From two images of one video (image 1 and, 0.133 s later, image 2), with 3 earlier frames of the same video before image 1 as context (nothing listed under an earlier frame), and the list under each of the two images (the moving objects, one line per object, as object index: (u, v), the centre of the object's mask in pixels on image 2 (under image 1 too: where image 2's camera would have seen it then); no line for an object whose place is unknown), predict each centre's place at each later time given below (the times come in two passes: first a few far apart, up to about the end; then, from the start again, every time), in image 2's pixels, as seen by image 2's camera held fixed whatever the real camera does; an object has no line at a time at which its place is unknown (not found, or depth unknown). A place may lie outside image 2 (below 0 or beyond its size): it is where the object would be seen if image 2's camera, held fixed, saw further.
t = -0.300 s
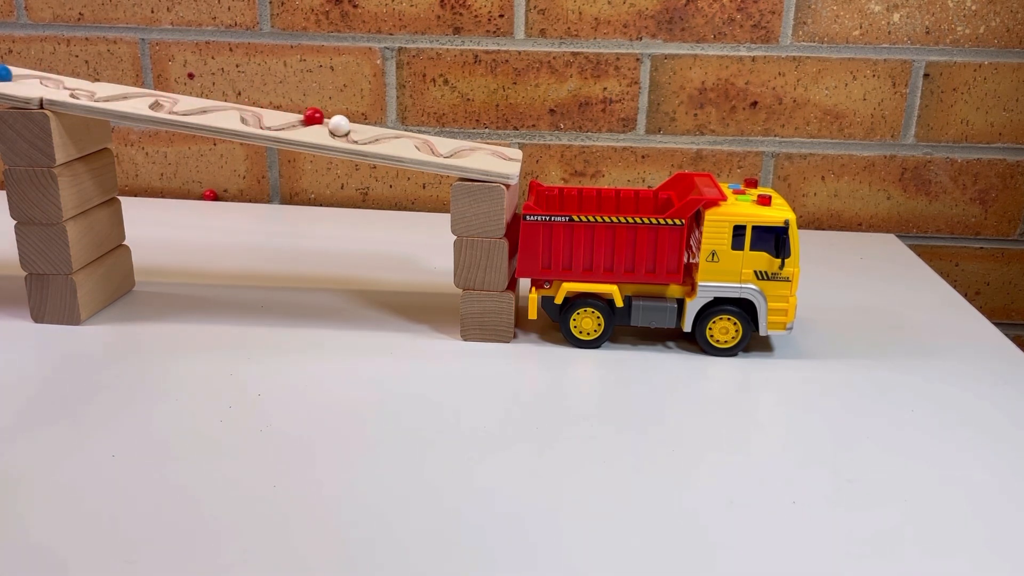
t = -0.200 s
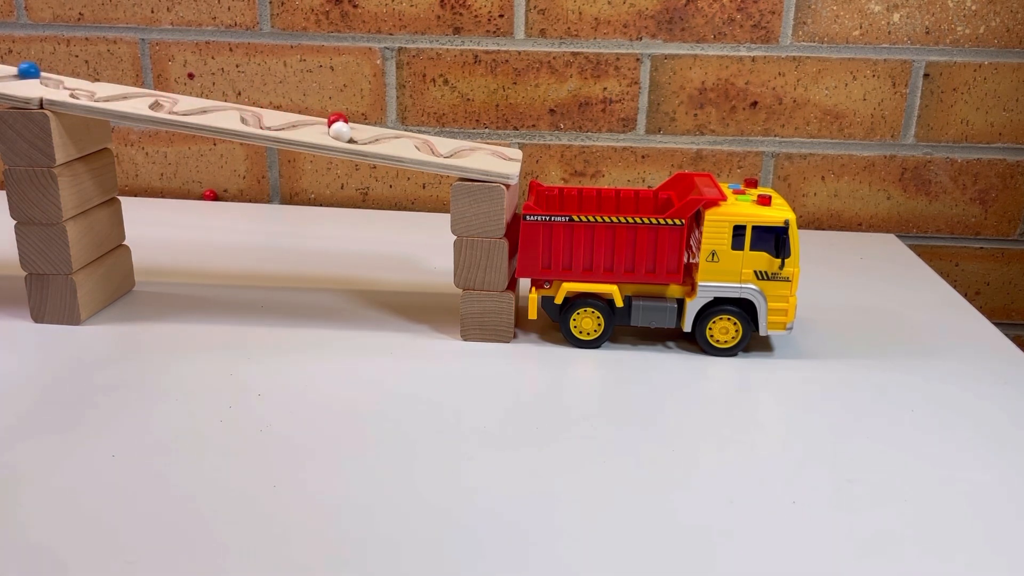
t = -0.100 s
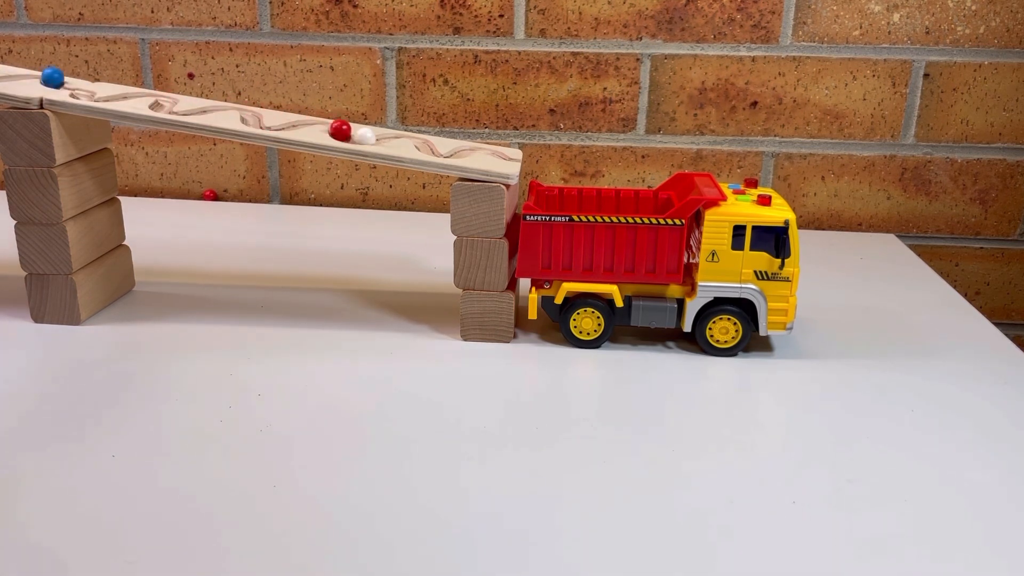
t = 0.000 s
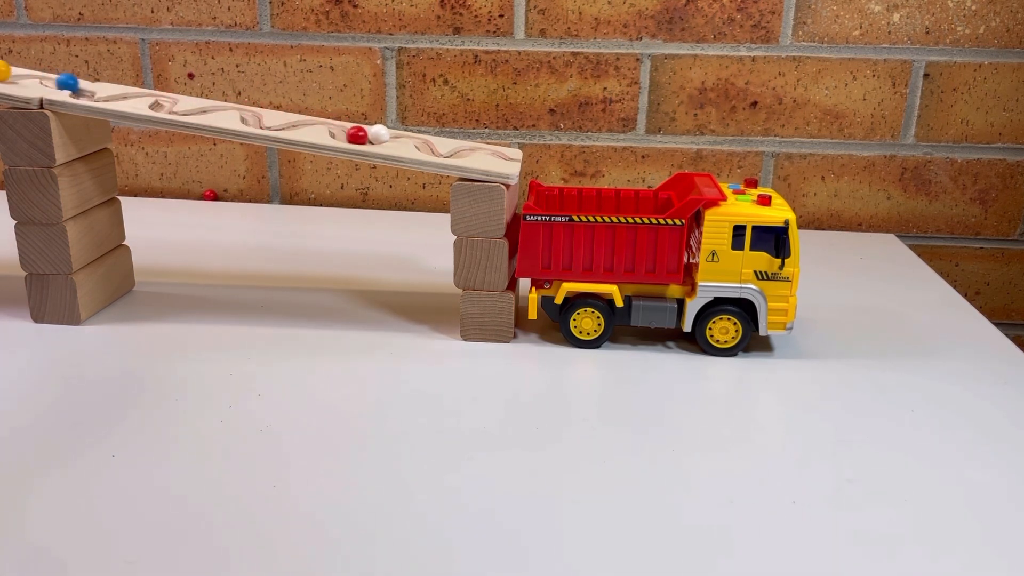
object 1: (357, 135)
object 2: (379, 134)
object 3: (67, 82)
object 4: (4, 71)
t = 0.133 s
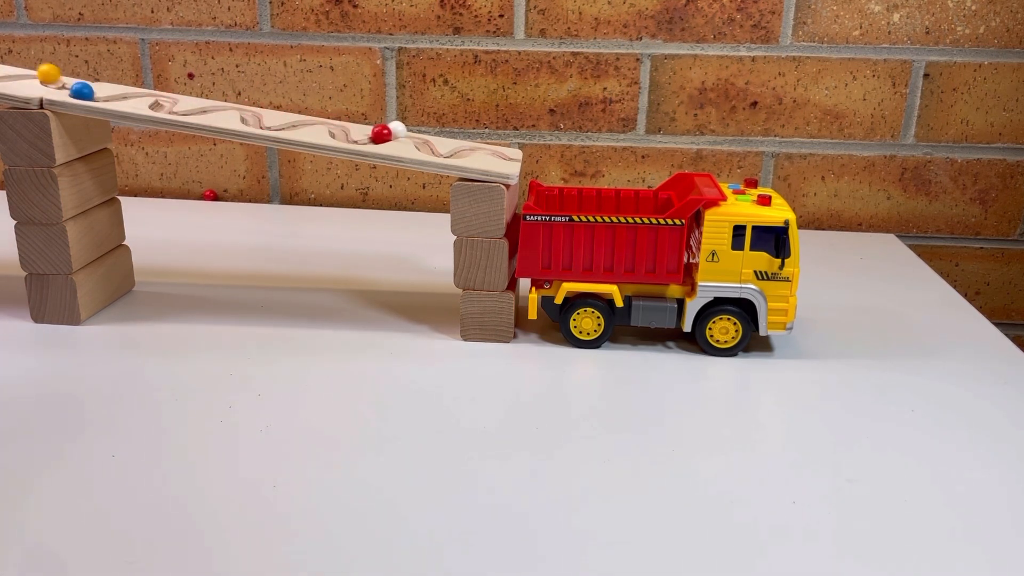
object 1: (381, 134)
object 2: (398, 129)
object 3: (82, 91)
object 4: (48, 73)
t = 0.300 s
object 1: (410, 130)
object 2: (424, 140)
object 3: (119, 92)
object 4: (52, 77)
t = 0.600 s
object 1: (453, 150)
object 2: (467, 144)
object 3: (164, 100)
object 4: (60, 82)
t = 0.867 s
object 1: (493, 146)
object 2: (517, 153)
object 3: (205, 105)
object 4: (83, 91)
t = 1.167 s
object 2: (559, 210)
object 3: (252, 115)
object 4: (148, 89)
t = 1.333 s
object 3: (282, 122)
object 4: (164, 99)
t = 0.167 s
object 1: (385, 132)
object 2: (405, 129)
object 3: (86, 91)
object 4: (50, 74)
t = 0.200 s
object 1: (390, 131)
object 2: (412, 131)
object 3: (97, 93)
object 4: (53, 77)
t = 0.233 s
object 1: (395, 130)
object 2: (419, 135)
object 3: (105, 94)
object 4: (52, 77)
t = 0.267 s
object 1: (403, 130)
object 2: (422, 137)
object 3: (113, 93)
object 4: (52, 77)
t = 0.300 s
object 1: (410, 130)
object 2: (424, 140)
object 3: (119, 92)
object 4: (52, 77)
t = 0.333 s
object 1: (417, 131)
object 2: (425, 142)
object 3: (124, 91)
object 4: (52, 77)
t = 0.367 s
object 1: (420, 133)
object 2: (427, 144)
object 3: (130, 90)
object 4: (52, 77)
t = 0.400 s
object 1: (422, 135)
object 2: (430, 146)
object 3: (138, 90)
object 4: (52, 78)
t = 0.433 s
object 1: (423, 139)
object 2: (435, 148)
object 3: (145, 89)
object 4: (52, 78)
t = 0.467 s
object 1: (426, 143)
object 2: (446, 150)
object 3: (156, 90)
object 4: (52, 78)
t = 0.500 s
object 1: (430, 146)
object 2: (455, 149)
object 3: (165, 93)
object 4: (52, 79)
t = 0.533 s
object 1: (435, 147)
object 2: (458, 149)
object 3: (168, 96)
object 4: (53, 80)
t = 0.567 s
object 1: (444, 149)
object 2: (462, 148)
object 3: (167, 98)
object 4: (54, 80)
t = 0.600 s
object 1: (453, 150)
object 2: (467, 144)
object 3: (164, 100)
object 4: (60, 82)
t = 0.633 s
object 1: (457, 149)
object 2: (470, 142)
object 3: (162, 102)
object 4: (67, 82)
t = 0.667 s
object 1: (460, 148)
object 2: (475, 141)
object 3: (160, 103)
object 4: (73, 84)
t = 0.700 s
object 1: (463, 147)
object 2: (482, 142)
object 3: (163, 105)
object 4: (79, 86)
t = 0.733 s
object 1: (466, 145)
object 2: (491, 145)
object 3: (173, 106)
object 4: (83, 87)
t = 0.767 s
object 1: (470, 143)
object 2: (495, 148)
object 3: (185, 107)
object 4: (85, 88)
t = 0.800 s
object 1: (477, 142)
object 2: (499, 150)
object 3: (193, 107)
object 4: (83, 90)
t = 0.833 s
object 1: (487, 143)
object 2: (507, 152)
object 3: (199, 106)
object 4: (82, 91)
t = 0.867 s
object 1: (493, 146)
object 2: (517, 153)
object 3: (205, 105)
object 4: (83, 91)
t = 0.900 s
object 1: (497, 148)
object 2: (529, 158)
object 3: (211, 104)
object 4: (91, 93)
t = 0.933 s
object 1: (503, 151)
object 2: (541, 172)
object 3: (217, 103)
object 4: (102, 94)
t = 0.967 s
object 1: (512, 153)
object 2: (554, 202)
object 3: (223, 102)
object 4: (109, 93)
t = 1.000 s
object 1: (523, 155)
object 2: (558, 205)
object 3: (234, 102)
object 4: (116, 93)
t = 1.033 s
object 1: (535, 167)
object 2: (559, 204)
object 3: (243, 105)
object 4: (122, 92)
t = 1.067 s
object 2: (560, 207)
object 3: (248, 107)
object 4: (127, 91)
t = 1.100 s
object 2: (560, 208)
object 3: (251, 110)
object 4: (133, 90)
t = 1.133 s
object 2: (560, 209)
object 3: (251, 112)
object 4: (140, 89)
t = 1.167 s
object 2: (559, 210)
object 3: (252, 115)
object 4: (148, 89)
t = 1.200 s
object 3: (252, 117)
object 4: (158, 90)
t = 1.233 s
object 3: (254, 119)
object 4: (165, 93)
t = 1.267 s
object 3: (260, 120)
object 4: (168, 95)
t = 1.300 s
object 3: (272, 122)
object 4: (167, 97)
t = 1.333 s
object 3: (282, 122)
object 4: (164, 99)
